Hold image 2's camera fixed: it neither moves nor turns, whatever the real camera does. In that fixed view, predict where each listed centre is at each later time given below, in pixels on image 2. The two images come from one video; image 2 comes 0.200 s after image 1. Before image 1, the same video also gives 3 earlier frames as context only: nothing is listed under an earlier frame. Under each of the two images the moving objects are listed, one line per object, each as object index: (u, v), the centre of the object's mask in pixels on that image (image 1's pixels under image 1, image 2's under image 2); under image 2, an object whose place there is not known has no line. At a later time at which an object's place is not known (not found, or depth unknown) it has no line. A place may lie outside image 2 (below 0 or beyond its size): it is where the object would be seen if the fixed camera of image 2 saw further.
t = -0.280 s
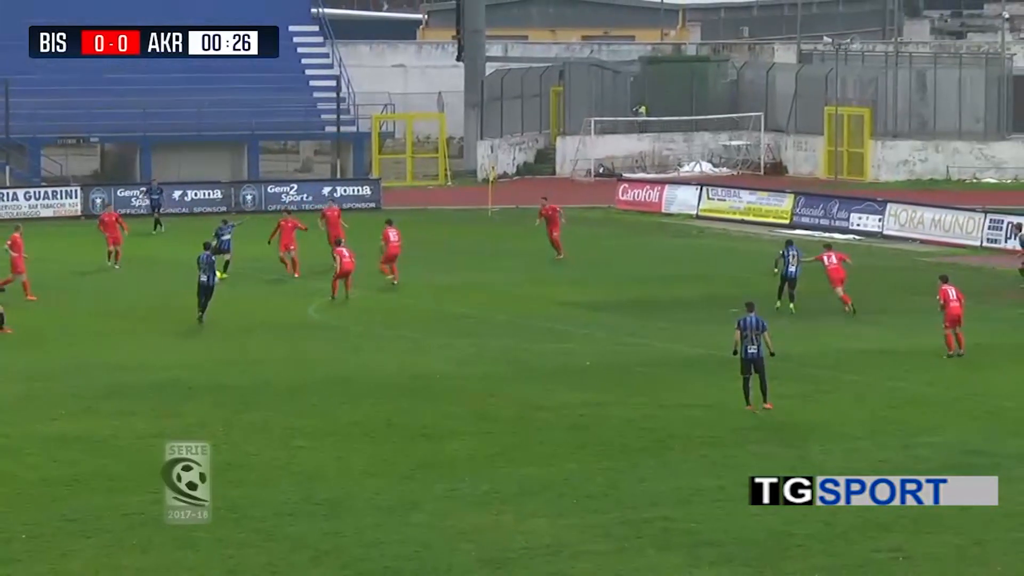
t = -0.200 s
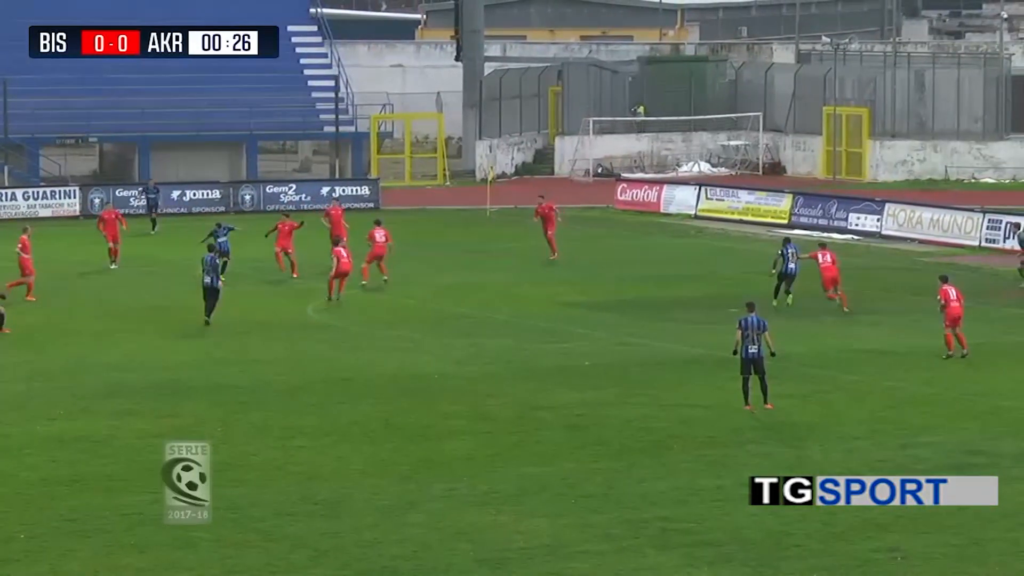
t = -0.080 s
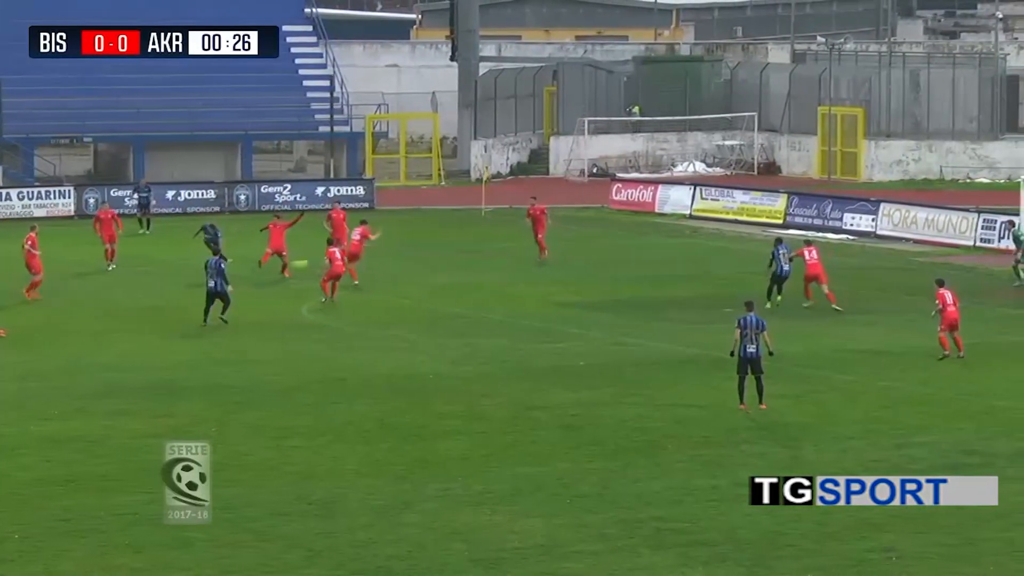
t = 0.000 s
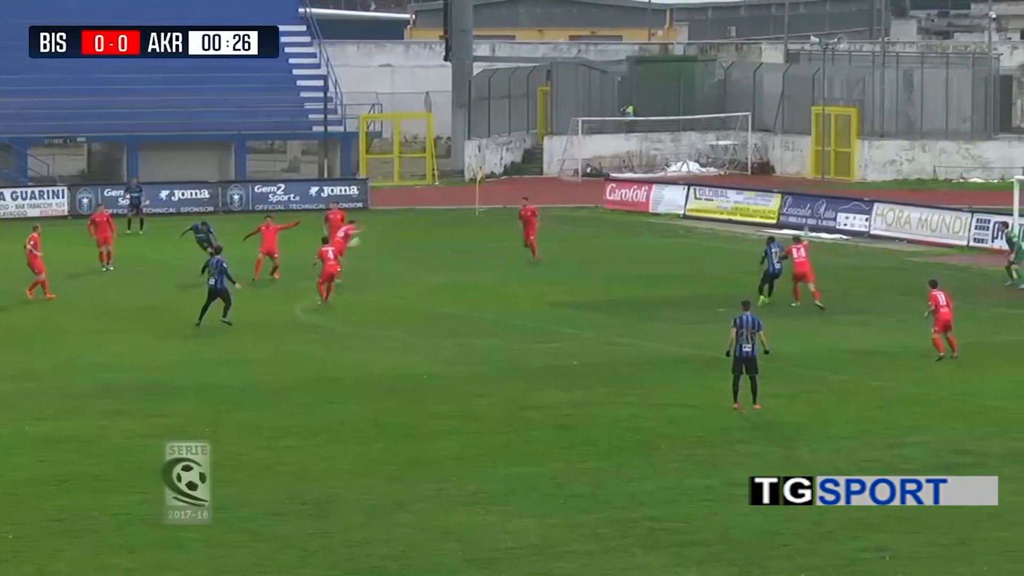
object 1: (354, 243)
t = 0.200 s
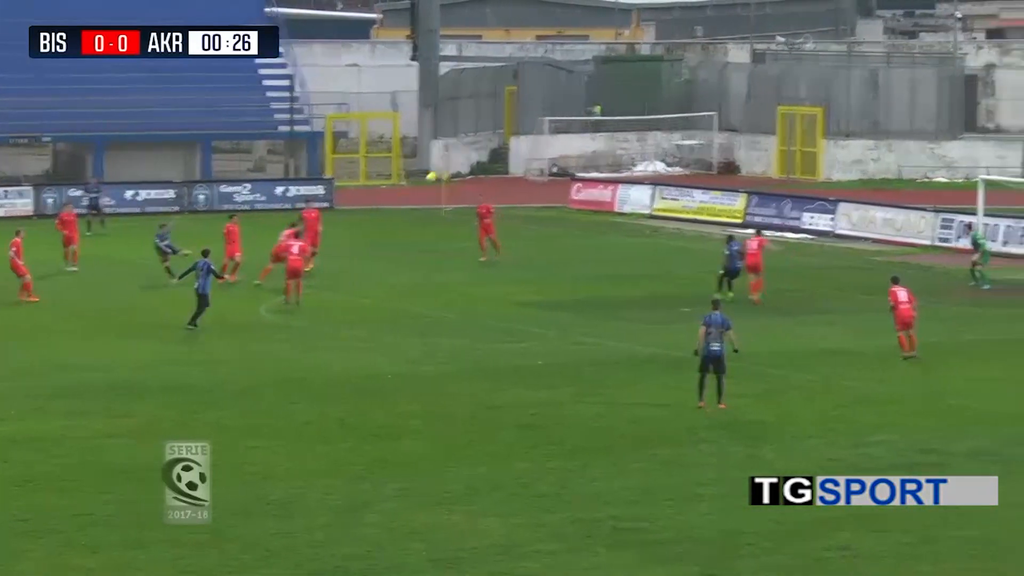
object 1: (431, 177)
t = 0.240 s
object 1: (448, 168)
